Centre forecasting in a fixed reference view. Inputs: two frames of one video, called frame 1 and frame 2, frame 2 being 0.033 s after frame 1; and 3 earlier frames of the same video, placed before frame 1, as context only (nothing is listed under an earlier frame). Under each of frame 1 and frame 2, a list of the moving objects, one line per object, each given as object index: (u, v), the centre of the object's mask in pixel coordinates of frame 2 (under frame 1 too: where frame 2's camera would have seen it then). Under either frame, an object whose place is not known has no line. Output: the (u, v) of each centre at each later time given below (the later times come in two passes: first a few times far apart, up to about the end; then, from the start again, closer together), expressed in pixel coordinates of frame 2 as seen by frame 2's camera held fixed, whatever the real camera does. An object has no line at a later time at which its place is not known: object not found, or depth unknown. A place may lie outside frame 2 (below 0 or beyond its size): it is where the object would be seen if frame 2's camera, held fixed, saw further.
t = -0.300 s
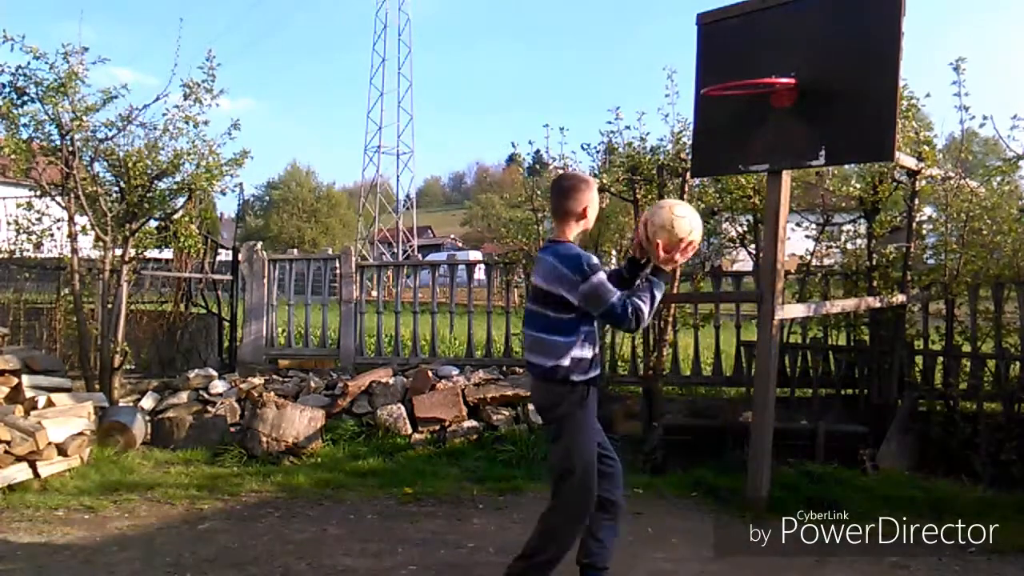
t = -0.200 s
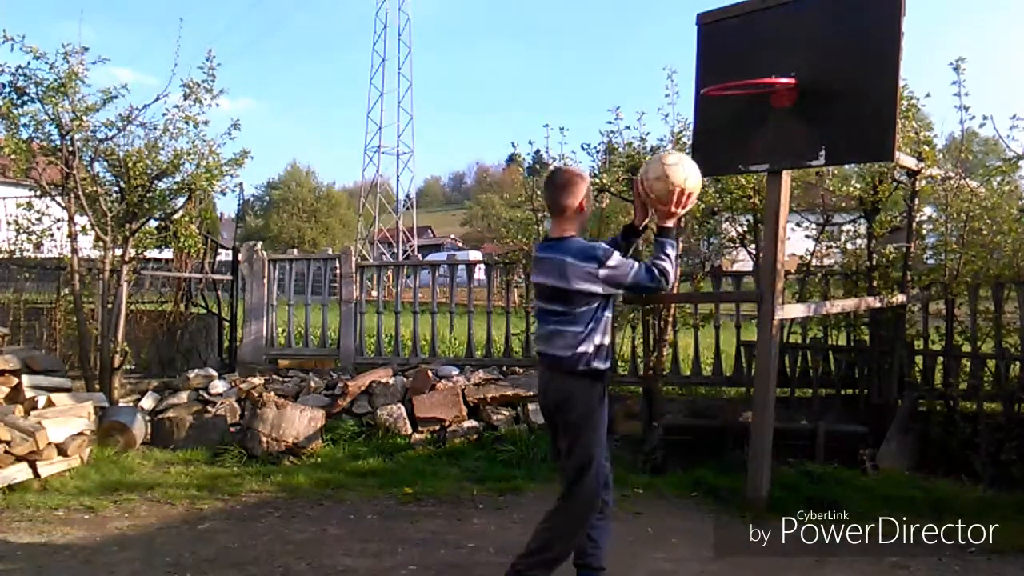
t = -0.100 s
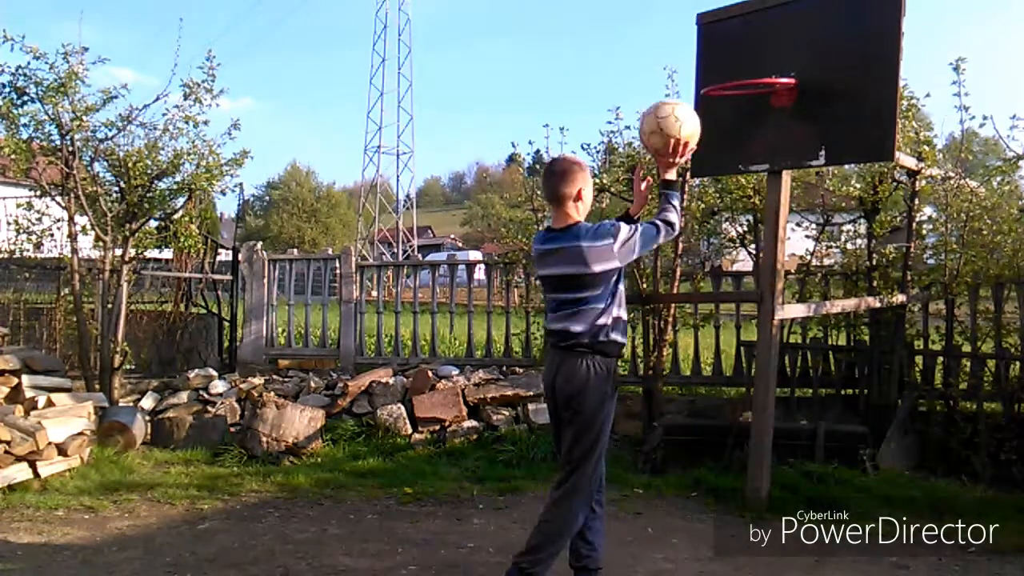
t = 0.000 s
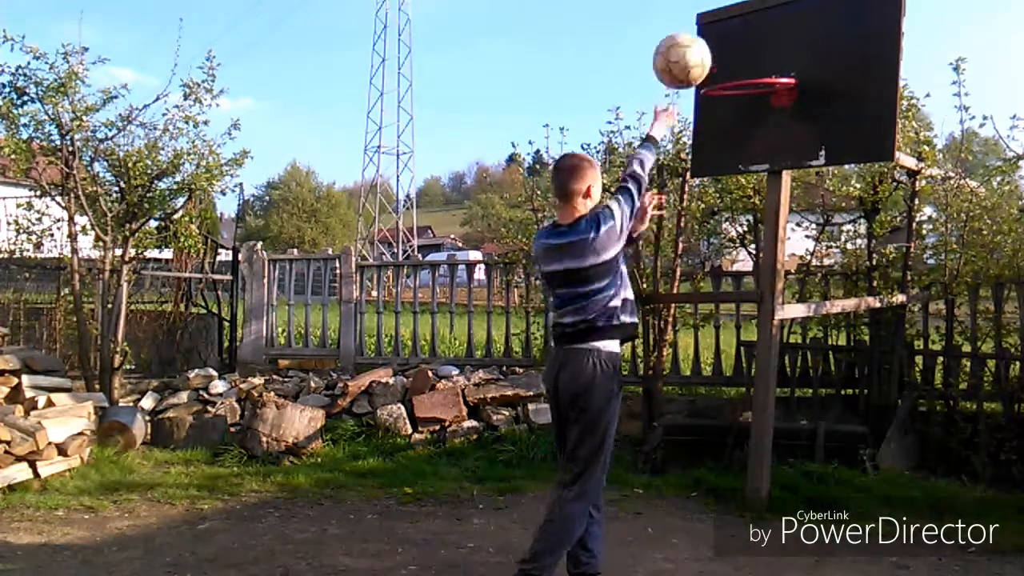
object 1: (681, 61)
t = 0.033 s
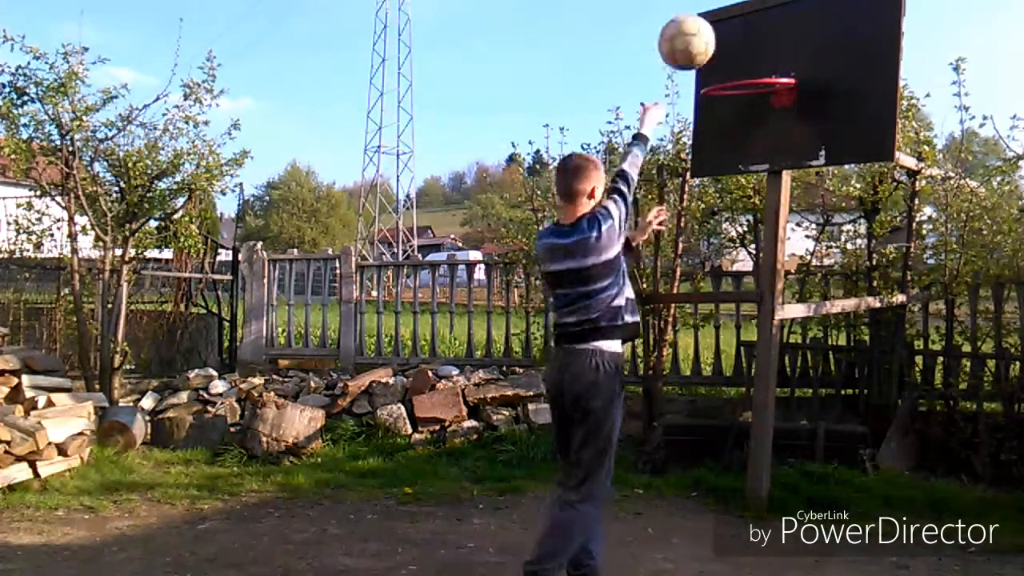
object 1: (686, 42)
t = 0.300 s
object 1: (717, 11)
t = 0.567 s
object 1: (740, 105)
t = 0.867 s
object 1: (734, 301)
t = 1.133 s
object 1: (714, 474)
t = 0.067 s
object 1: (691, 27)
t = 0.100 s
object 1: (695, 20)
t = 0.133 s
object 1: (699, 15)
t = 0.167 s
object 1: (703, 12)
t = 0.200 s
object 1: (706, 10)
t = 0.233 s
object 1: (710, 10)
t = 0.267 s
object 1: (714, 10)
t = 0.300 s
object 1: (717, 11)
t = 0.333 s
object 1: (720, 14)
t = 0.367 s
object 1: (724, 19)
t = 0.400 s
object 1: (727, 27)
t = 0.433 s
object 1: (730, 39)
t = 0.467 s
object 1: (732, 53)
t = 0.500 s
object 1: (734, 66)
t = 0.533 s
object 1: (738, 86)
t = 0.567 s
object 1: (740, 105)
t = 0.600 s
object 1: (745, 122)
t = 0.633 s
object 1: (749, 144)
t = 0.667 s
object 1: (753, 165)
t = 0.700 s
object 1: (750, 183)
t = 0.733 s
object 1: (748, 201)
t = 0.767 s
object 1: (744, 223)
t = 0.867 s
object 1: (734, 301)
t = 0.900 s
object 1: (731, 333)
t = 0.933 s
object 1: (727, 368)
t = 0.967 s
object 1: (723, 404)
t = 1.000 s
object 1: (720, 445)
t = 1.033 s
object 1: (716, 488)
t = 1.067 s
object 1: (713, 517)
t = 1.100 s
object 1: (714, 494)
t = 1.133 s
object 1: (714, 474)
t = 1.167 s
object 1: (715, 455)
